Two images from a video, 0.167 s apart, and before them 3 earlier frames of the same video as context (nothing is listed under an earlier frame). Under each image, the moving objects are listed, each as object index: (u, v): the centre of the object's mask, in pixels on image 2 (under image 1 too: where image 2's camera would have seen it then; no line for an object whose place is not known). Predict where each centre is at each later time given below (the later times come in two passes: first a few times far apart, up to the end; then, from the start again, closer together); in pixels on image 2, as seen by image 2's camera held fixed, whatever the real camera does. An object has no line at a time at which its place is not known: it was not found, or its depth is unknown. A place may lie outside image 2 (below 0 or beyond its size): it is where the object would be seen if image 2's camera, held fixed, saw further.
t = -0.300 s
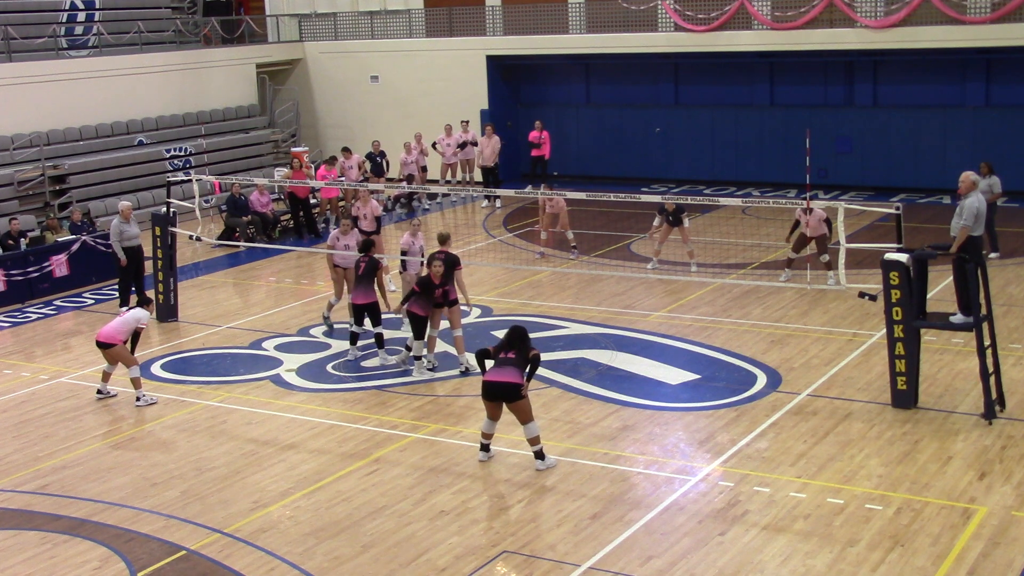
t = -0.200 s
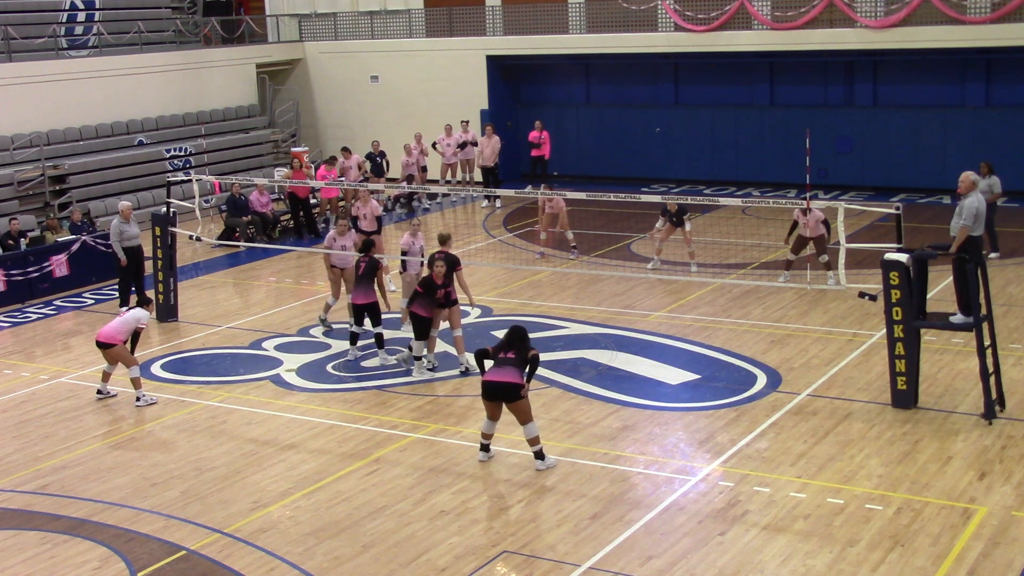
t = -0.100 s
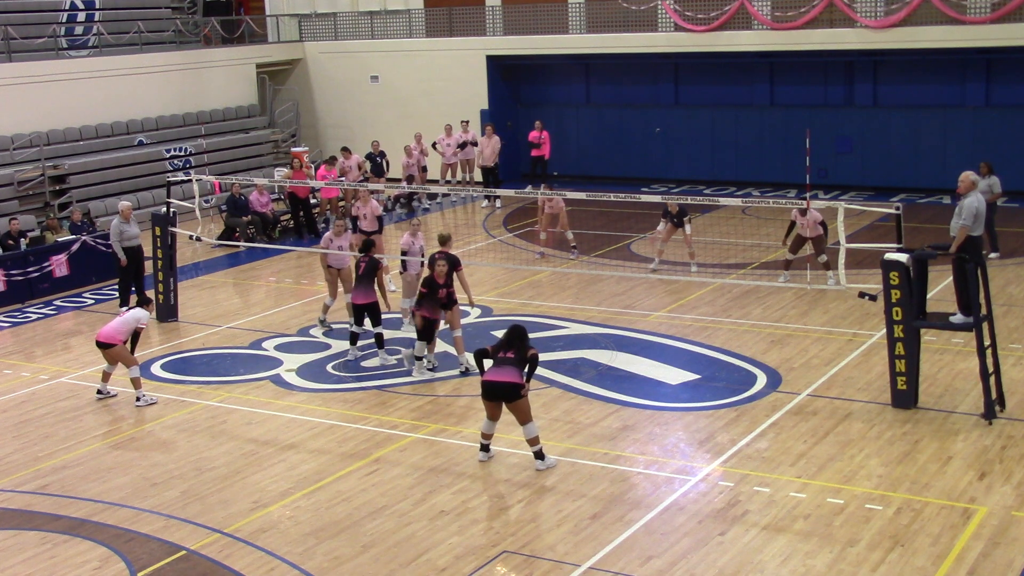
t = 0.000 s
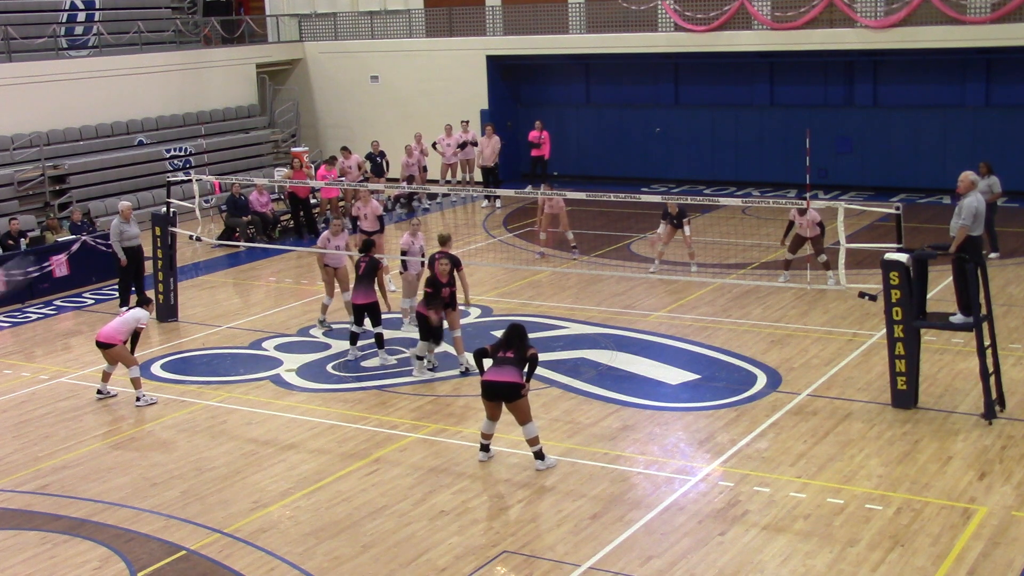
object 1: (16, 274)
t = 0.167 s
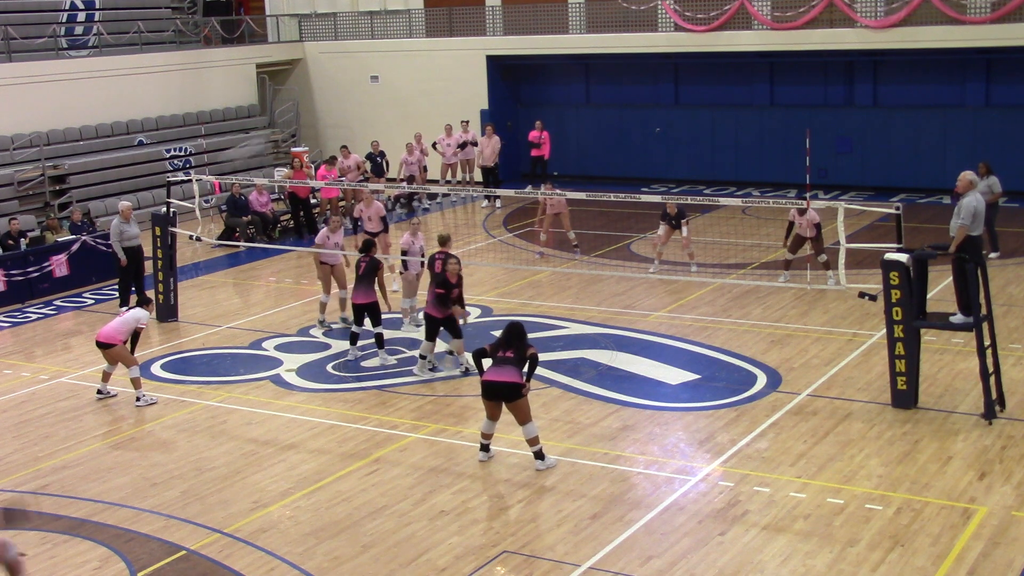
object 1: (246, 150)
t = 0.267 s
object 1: (349, 117)
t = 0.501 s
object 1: (515, 100)
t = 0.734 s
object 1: (617, 138)
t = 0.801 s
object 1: (638, 154)
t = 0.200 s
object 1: (282, 136)
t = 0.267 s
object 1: (349, 117)
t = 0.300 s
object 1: (379, 111)
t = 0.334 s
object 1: (406, 105)
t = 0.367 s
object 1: (432, 102)
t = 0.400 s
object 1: (454, 99)
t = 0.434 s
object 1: (475, 97)
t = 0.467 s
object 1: (499, 98)
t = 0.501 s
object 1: (515, 100)
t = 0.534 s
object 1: (532, 102)
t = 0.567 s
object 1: (549, 106)
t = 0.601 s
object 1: (564, 111)
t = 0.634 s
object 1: (579, 117)
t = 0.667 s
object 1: (592, 123)
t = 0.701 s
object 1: (605, 130)
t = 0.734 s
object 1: (617, 138)
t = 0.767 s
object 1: (628, 145)
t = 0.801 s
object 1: (638, 154)
